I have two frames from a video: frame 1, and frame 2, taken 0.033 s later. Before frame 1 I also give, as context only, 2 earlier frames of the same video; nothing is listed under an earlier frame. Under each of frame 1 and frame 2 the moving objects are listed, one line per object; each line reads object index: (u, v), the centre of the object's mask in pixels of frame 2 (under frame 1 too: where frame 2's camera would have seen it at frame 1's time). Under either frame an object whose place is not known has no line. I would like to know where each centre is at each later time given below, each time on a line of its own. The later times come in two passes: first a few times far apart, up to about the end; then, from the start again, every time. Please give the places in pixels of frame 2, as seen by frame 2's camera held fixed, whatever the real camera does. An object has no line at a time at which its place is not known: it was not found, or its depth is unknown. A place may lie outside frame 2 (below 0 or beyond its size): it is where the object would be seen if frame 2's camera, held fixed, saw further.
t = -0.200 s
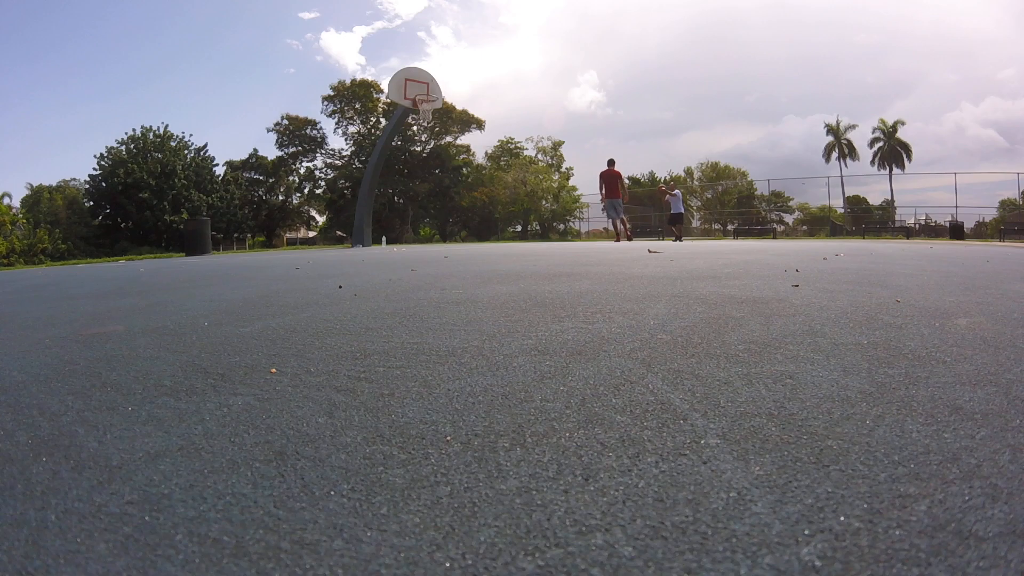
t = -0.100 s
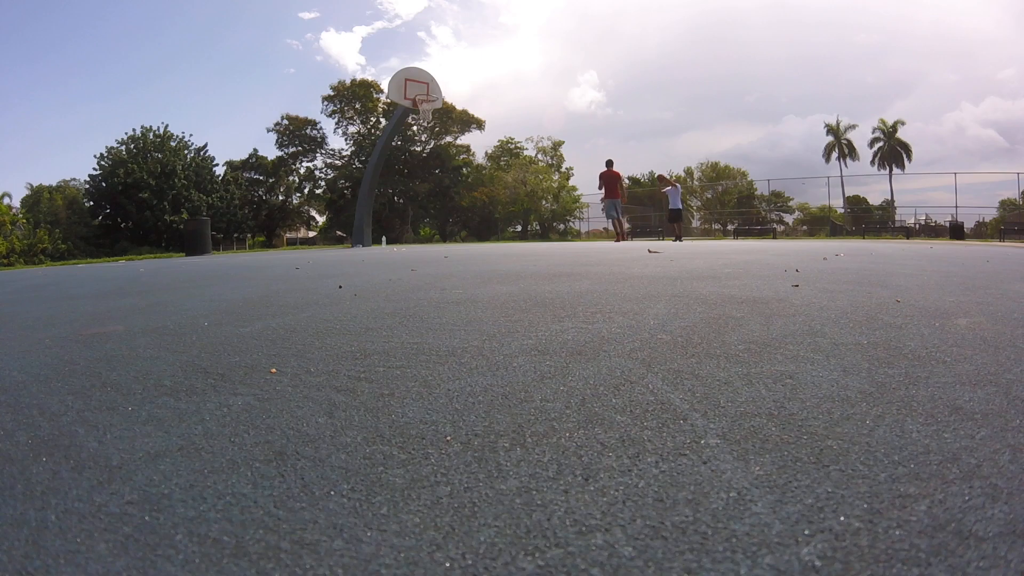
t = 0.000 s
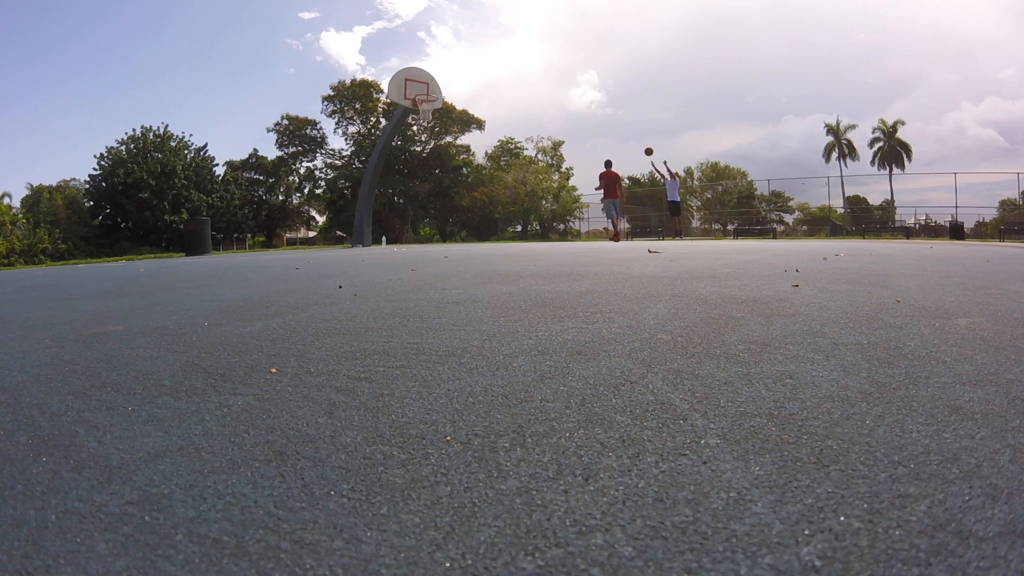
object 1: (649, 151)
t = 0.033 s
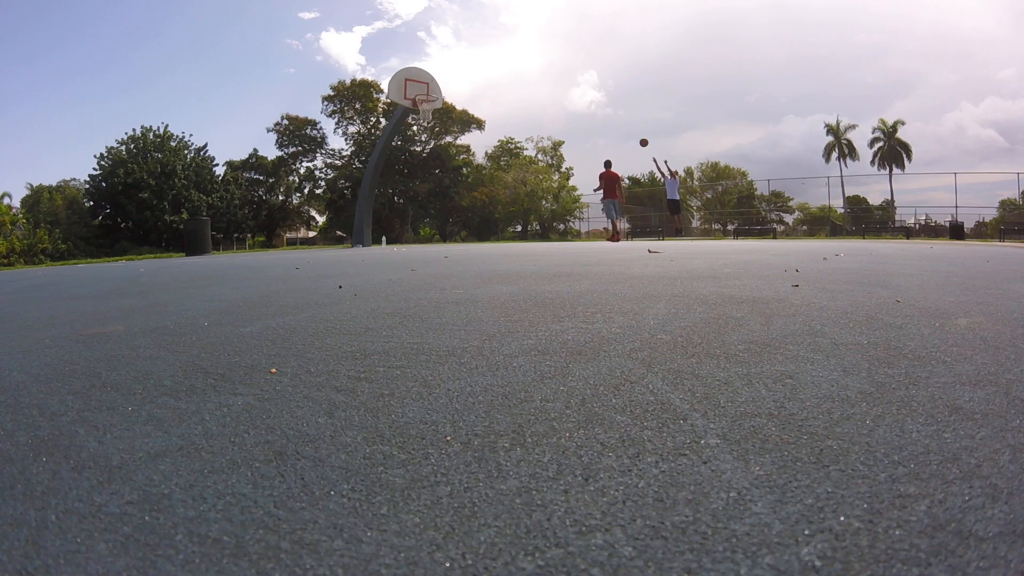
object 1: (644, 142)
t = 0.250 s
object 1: (610, 93)
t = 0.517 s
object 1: (566, 56)
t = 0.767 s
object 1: (523, 44)
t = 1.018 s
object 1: (477, 59)
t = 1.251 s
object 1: (433, 91)
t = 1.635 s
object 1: (382, 88)
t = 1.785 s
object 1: (361, 106)
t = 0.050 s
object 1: (641, 138)
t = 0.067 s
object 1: (639, 134)
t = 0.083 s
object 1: (636, 130)
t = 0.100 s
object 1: (634, 125)
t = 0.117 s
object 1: (631, 121)
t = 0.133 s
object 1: (628, 118)
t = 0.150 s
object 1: (626, 114)
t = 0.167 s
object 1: (623, 110)
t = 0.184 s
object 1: (621, 107)
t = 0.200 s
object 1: (618, 103)
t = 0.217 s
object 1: (615, 100)
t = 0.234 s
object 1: (613, 96)
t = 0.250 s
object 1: (610, 93)
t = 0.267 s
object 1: (607, 90)
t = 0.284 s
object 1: (605, 87)
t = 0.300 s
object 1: (602, 84)
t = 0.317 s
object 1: (599, 81)
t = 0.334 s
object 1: (597, 79)
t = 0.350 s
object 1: (594, 76)
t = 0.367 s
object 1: (591, 74)
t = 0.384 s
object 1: (588, 71)
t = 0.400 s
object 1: (586, 69)
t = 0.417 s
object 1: (583, 67)
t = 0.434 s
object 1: (580, 65)
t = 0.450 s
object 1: (578, 63)
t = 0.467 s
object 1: (575, 61)
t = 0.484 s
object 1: (572, 59)
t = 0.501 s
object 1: (569, 57)
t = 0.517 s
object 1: (566, 56)
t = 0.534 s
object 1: (563, 54)
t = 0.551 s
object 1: (561, 53)
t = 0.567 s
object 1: (558, 51)
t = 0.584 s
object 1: (555, 50)
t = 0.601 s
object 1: (552, 49)
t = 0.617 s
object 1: (549, 48)
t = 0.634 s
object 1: (546, 47)
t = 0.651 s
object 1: (543, 46)
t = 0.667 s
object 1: (541, 46)
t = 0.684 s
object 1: (538, 45)
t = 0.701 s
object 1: (535, 45)
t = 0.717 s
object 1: (532, 45)
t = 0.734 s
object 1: (529, 44)
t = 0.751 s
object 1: (526, 44)
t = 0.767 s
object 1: (523, 44)
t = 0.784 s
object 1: (520, 44)
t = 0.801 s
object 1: (517, 45)
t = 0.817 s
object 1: (514, 45)
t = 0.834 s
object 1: (511, 46)
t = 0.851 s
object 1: (508, 46)
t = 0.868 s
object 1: (505, 47)
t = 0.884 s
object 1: (502, 48)
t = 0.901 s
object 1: (499, 49)
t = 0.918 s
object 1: (496, 50)
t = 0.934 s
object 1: (493, 51)
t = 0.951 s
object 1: (490, 53)
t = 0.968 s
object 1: (487, 54)
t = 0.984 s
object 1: (483, 56)
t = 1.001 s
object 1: (480, 57)
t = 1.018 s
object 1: (477, 59)
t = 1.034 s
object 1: (474, 61)
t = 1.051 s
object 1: (471, 63)
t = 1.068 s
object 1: (467, 66)
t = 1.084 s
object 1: (464, 68)
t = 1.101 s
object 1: (461, 71)
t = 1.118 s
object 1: (458, 73)
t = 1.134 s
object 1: (454, 76)
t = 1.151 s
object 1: (451, 79)
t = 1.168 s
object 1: (448, 82)
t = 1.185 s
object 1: (444, 86)
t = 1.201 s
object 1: (441, 89)
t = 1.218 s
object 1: (438, 93)
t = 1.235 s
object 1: (436, 93)
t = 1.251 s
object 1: (433, 91)
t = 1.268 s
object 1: (431, 90)
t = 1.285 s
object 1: (429, 89)
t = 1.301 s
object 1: (427, 88)
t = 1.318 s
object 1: (425, 87)
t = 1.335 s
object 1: (423, 85)
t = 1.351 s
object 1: (420, 84)
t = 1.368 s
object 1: (419, 84)
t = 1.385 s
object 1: (416, 83)
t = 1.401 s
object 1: (415, 82)
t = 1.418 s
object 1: (412, 82)
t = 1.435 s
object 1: (410, 82)
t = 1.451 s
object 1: (408, 82)
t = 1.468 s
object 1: (406, 81)
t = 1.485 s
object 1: (403, 81)
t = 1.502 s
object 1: (401, 82)
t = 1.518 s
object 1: (398, 82)
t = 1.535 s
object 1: (396, 82)
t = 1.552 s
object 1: (394, 83)
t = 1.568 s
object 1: (392, 84)
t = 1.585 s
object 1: (390, 85)
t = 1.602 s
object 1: (387, 86)
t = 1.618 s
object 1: (385, 87)
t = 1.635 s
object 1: (382, 88)
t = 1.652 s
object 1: (380, 90)
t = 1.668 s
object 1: (378, 92)
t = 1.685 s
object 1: (376, 93)
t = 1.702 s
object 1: (374, 95)
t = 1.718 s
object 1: (371, 97)
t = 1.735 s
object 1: (368, 99)
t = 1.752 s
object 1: (366, 100)
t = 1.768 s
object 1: (364, 104)
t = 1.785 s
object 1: (361, 106)
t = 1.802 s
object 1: (359, 109)
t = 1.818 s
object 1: (356, 112)
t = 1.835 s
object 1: (353, 115)
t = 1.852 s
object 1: (351, 119)
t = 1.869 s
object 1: (348, 123)
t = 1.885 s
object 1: (346, 126)
